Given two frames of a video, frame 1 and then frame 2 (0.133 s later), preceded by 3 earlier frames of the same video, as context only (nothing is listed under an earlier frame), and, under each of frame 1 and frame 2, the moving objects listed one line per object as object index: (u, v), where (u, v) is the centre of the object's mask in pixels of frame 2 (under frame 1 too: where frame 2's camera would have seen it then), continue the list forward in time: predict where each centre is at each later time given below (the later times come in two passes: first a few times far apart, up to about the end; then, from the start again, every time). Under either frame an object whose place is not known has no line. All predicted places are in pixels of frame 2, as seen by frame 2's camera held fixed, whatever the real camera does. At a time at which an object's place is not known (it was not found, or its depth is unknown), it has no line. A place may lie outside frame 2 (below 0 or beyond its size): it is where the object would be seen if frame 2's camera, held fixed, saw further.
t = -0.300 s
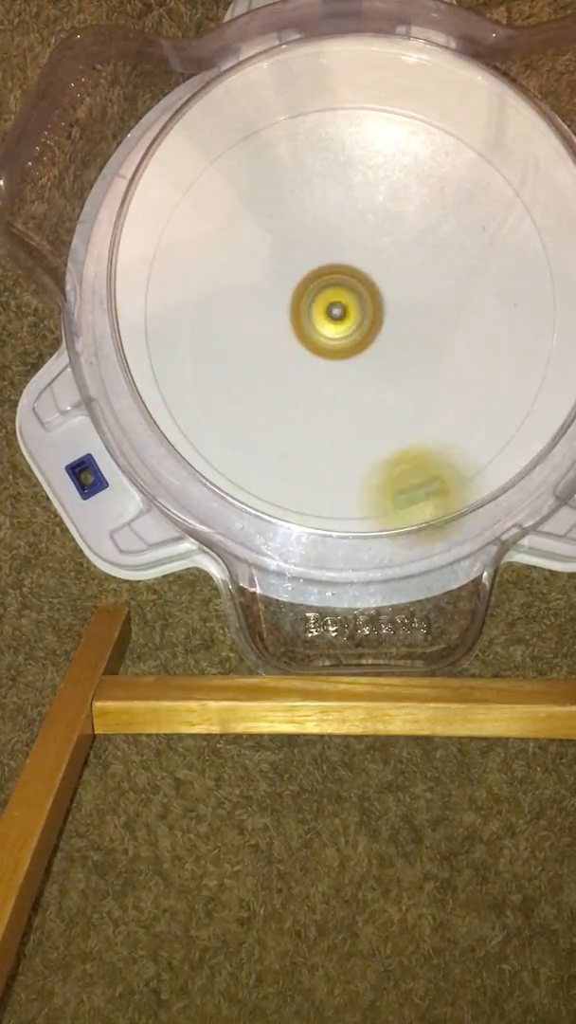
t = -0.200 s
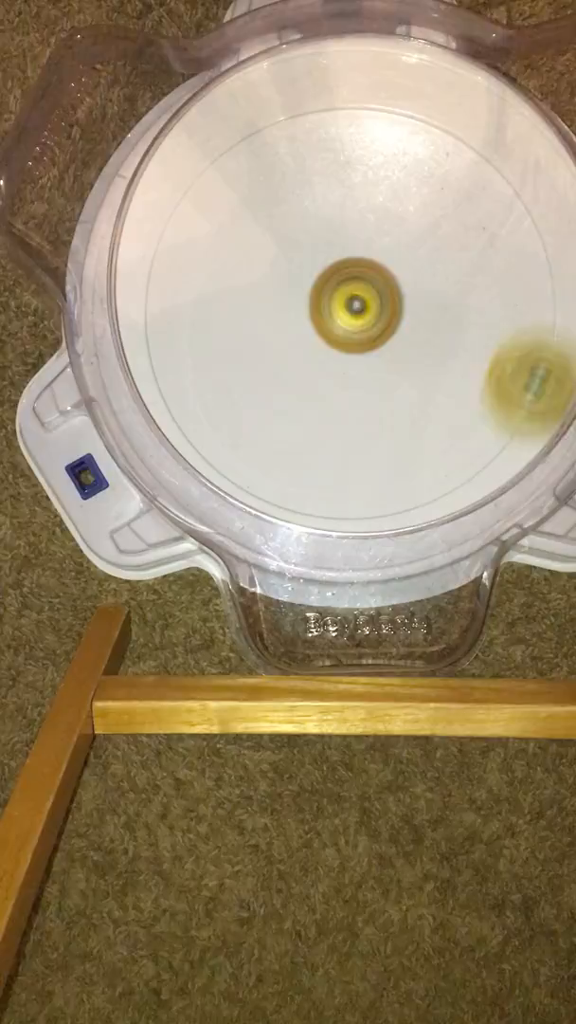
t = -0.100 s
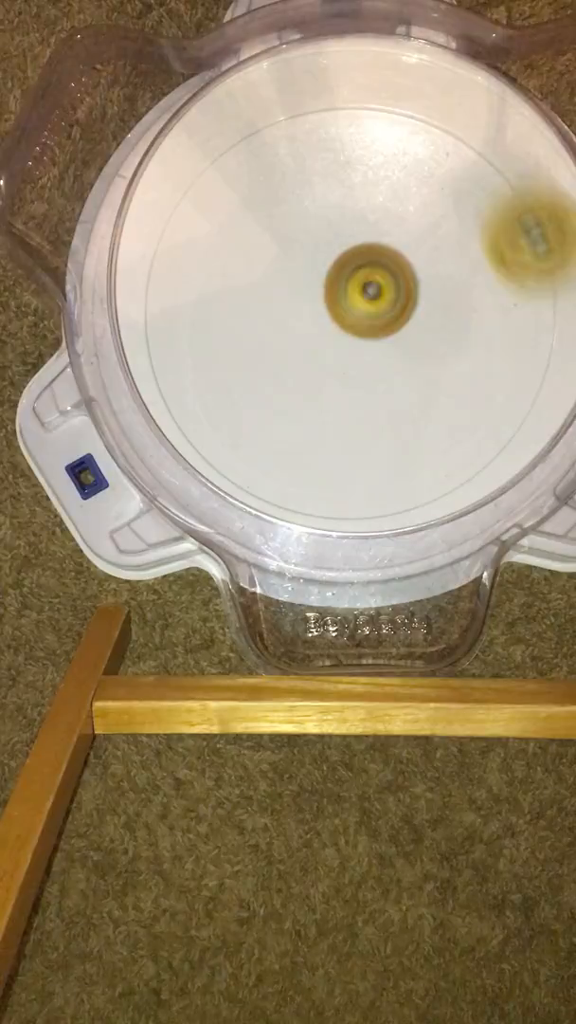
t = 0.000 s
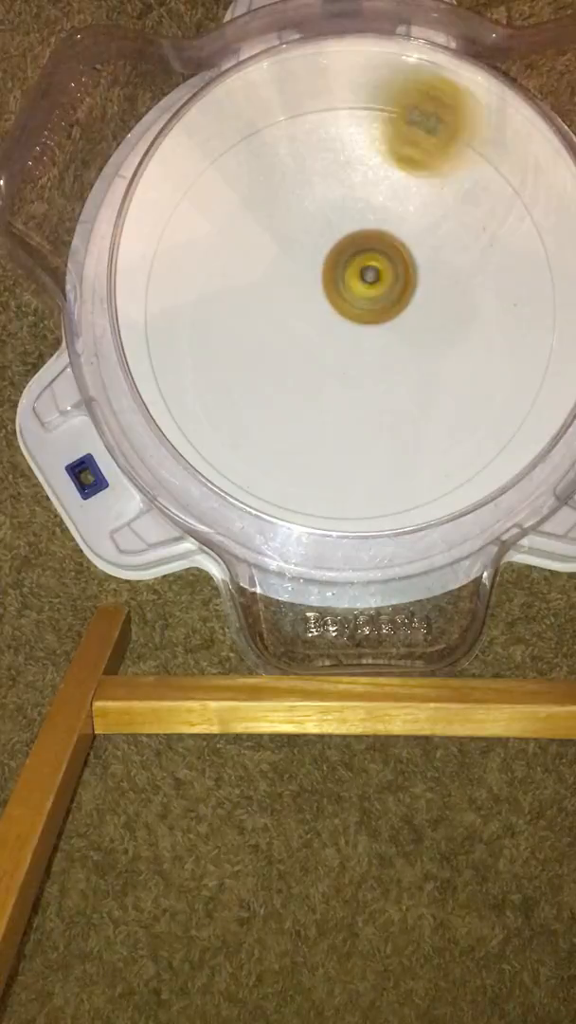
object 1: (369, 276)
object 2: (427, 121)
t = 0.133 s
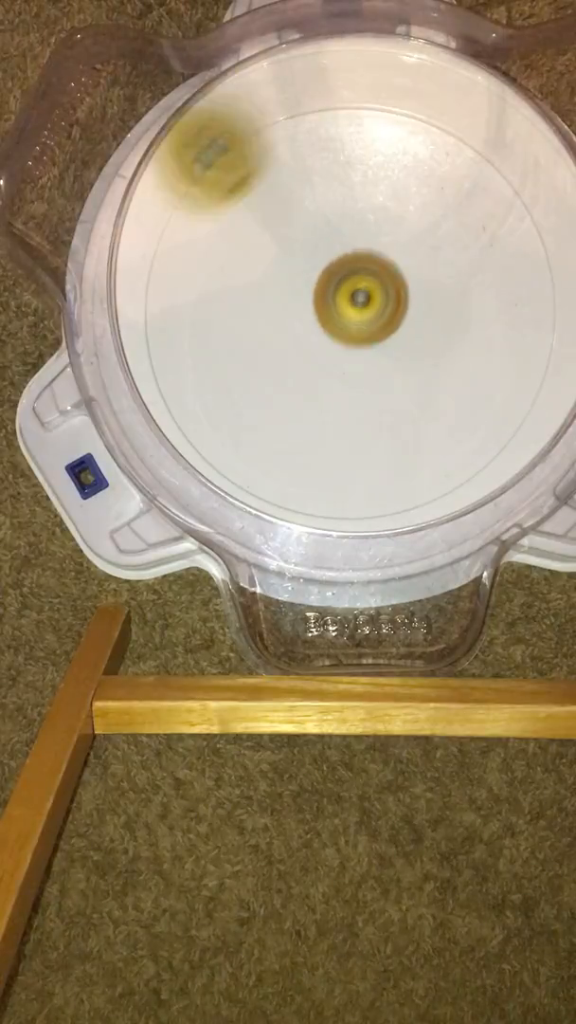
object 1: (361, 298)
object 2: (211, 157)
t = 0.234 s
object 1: (352, 319)
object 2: (151, 321)
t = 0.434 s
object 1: (349, 325)
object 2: (373, 504)
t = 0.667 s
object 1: (344, 302)
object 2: (533, 264)
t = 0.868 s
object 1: (326, 306)
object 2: (286, 111)
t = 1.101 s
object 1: (338, 337)
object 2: (181, 413)
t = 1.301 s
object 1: (377, 327)
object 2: (405, 488)
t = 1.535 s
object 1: (367, 281)
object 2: (521, 211)
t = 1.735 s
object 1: (329, 300)
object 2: (259, 127)
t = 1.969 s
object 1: (365, 297)
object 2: (175, 392)
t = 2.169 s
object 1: (370, 287)
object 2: (398, 479)
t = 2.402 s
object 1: (349, 299)
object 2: (535, 225)
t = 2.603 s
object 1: (349, 316)
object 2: (313, 108)
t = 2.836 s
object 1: (363, 307)
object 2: (173, 326)
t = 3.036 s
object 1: (353, 290)
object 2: (350, 476)
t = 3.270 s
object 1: (331, 304)
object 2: (542, 309)
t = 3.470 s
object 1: (343, 327)
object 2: (443, 125)
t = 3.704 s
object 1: (369, 312)
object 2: (212, 219)
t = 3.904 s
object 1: (360, 289)
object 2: (248, 420)
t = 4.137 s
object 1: (335, 301)
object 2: (462, 435)
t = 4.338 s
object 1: (344, 327)
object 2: (515, 266)
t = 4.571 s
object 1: (373, 319)
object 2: (337, 162)
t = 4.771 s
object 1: (370, 290)
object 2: (208, 283)
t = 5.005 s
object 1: (339, 286)
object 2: (288, 455)
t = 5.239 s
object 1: (329, 314)
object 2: (465, 406)
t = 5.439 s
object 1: (350, 325)
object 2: (471, 236)
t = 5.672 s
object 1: (369, 309)
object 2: (293, 170)
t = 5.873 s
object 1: (363, 294)
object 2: (198, 295)
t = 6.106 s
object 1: (345, 293)
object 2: (303, 436)
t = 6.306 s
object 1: (337, 305)
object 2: (451, 389)
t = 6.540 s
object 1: (346, 318)
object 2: (462, 210)
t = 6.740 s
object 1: (358, 316)
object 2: (327, 159)
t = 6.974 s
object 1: (360, 304)
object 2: (228, 291)
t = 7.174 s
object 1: (351, 303)
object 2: (300, 412)
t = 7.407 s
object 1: (350, 309)
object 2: (453, 391)
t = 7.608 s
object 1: (353, 310)
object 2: (481, 265)
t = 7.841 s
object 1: (354, 304)
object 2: (350, 193)
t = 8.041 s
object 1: (352, 302)
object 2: (252, 276)
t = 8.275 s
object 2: (287, 405)
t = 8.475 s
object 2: (397, 416)
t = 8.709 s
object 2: (450, 300)
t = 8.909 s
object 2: (392, 209)
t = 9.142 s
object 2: (283, 228)
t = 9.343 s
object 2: (253, 310)
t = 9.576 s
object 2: (292, 377)
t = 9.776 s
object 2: (327, 386)
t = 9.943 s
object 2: (331, 365)
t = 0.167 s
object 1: (357, 306)
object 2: (175, 206)
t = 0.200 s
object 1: (355, 313)
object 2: (156, 264)
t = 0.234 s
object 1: (352, 319)
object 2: (151, 321)
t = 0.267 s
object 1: (350, 323)
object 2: (165, 380)
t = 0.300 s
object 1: (349, 326)
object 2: (194, 427)
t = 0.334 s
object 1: (349, 328)
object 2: (232, 465)
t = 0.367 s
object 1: (348, 328)
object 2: (280, 489)
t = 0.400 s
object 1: (349, 327)
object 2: (326, 503)
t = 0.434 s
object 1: (349, 325)
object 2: (373, 504)
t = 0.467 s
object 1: (349, 323)
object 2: (418, 494)
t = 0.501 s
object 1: (350, 319)
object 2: (458, 471)
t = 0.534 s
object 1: (350, 316)
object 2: (492, 440)
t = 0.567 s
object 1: (349, 312)
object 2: (518, 405)
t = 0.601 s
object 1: (348, 308)
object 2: (533, 364)
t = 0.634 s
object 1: (346, 304)
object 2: (536, 313)
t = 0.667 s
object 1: (344, 302)
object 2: (533, 264)
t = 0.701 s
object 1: (341, 300)
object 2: (515, 214)
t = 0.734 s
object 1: (337, 298)
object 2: (484, 171)
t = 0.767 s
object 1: (334, 299)
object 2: (444, 135)
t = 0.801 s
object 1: (331, 300)
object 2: (393, 107)
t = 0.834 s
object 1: (328, 302)
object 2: (339, 99)
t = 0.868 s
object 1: (326, 306)
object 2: (286, 111)
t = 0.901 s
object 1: (324, 310)
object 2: (237, 138)
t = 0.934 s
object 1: (323, 315)
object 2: (194, 178)
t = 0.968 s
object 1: (323, 320)
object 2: (168, 223)
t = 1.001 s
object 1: (324, 325)
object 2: (154, 272)
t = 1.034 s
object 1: (327, 330)
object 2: (152, 322)
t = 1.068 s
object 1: (332, 334)
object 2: (162, 371)
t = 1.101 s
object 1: (338, 337)
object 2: (181, 413)
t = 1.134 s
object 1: (344, 339)
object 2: (207, 446)
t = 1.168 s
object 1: (351, 340)
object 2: (242, 473)
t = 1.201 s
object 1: (358, 339)
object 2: (280, 488)
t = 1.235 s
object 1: (365, 337)
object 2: (321, 499)
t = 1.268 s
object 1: (371, 333)
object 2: (361, 500)
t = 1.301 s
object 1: (377, 327)
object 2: (405, 488)
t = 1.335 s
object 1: (381, 321)
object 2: (446, 469)
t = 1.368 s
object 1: (383, 314)
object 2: (481, 439)
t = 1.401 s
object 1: (384, 306)
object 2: (511, 403)
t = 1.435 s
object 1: (382, 298)
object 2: (528, 359)
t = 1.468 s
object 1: (379, 291)
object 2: (534, 310)
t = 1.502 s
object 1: (373, 285)
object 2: (533, 261)
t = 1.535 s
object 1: (367, 281)
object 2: (521, 211)
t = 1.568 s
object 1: (359, 278)
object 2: (494, 167)
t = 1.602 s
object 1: (351, 278)
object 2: (461, 130)
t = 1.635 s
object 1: (343, 280)
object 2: (411, 109)
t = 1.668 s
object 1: (336, 285)
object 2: (356, 102)
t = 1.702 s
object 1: (331, 293)
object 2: (308, 105)
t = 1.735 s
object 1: (329, 300)
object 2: (259, 127)
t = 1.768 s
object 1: (330, 305)
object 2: (219, 152)
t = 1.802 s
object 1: (334, 307)
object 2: (189, 188)
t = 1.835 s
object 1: (338, 307)
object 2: (168, 227)
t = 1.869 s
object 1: (344, 305)
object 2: (156, 269)
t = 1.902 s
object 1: (352, 302)
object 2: (151, 312)
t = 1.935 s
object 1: (359, 299)
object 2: (159, 352)
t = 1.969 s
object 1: (365, 297)
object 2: (175, 392)
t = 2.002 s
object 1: (369, 294)
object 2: (202, 423)
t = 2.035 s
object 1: (372, 292)
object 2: (233, 451)
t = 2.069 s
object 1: (373, 290)
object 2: (272, 472)
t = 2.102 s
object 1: (373, 289)
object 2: (313, 483)
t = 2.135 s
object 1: (373, 288)
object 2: (355, 486)
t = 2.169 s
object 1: (370, 287)
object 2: (398, 479)
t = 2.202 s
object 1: (368, 287)
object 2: (440, 461)
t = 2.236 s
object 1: (365, 288)
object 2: (476, 435)
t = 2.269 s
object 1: (361, 289)
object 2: (507, 401)
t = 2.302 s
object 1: (357, 291)
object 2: (528, 362)
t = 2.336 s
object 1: (354, 293)
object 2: (537, 318)
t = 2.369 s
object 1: (351, 296)
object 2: (539, 270)
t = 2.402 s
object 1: (349, 299)
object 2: (535, 225)
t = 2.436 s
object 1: (347, 303)
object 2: (514, 183)
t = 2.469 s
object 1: (346, 306)
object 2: (482, 150)
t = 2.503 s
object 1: (346, 309)
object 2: (447, 127)
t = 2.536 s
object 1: (346, 312)
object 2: (401, 107)
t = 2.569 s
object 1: (347, 314)
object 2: (354, 103)
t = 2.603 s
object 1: (349, 316)
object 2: (313, 108)
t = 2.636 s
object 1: (351, 316)
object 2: (276, 119)
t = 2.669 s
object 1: (354, 317)
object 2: (240, 139)
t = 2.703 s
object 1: (356, 316)
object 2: (210, 168)
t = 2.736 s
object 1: (358, 314)
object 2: (187, 203)
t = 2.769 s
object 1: (360, 312)
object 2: (173, 240)
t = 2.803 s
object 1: (362, 310)
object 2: (168, 283)
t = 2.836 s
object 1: (363, 307)
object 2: (173, 326)
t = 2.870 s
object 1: (363, 304)
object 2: (187, 367)
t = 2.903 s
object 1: (363, 300)
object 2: (208, 401)
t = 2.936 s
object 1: (362, 297)
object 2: (236, 430)
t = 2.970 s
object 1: (360, 294)
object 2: (273, 455)
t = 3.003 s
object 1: (357, 292)
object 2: (311, 470)
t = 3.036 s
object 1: (353, 290)
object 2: (350, 476)
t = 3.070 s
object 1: (350, 289)
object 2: (391, 473)
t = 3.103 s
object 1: (346, 289)
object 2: (430, 462)
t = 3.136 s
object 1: (342, 290)
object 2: (467, 443)
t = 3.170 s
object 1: (338, 292)
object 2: (500, 417)
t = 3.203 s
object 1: (335, 296)
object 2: (524, 385)
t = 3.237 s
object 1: (333, 300)
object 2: (536, 348)
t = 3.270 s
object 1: (331, 304)
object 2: (542, 309)
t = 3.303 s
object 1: (330, 309)
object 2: (542, 269)
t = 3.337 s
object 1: (331, 314)
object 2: (533, 232)
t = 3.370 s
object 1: (333, 318)
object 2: (520, 197)
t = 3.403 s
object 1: (335, 322)
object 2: (499, 168)
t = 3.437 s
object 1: (338, 325)
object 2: (473, 143)
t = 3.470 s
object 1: (343, 327)
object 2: (443, 125)
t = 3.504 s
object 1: (347, 328)
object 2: (404, 113)
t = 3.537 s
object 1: (352, 327)
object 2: (365, 112)
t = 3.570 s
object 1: (357, 326)
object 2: (326, 119)
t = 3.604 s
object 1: (361, 324)
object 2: (291, 134)
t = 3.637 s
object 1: (365, 320)
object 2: (258, 158)
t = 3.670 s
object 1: (368, 316)
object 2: (231, 186)
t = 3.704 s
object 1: (369, 312)
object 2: (212, 219)
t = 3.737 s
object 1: (370, 307)
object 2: (201, 254)
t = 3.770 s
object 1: (370, 303)
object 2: (196, 292)
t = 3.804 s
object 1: (369, 298)
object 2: (199, 328)
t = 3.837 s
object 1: (367, 294)
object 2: (209, 361)
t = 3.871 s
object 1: (364, 291)
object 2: (225, 393)
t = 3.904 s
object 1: (360, 289)
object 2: (248, 420)
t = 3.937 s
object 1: (356, 288)
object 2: (276, 442)
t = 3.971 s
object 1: (352, 287)
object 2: (305, 457)
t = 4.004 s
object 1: (348, 288)
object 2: (339, 466)
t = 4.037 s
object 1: (343, 290)
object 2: (372, 468)
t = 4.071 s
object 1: (340, 293)
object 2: (404, 464)
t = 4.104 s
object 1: (337, 297)
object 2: (434, 452)
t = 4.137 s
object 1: (335, 301)
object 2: (462, 435)
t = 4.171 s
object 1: (334, 306)
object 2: (485, 413)
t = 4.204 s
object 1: (334, 311)
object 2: (503, 387)
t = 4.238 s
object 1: (335, 316)
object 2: (516, 358)
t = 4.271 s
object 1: (337, 320)
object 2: (523, 329)
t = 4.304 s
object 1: (340, 324)
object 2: (522, 298)
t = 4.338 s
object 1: (344, 327)
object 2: (515, 266)
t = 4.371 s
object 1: (348, 329)
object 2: (503, 237)
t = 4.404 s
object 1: (353, 330)
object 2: (483, 211)
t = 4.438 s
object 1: (357, 330)
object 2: (460, 189)
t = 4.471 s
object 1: (362, 329)
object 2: (433, 174)
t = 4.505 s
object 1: (367, 326)
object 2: (402, 164)
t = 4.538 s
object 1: (370, 323)
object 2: (369, 160)
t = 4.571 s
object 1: (373, 319)
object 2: (337, 162)
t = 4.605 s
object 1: (375, 314)
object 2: (308, 171)
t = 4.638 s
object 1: (376, 309)
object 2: (280, 184)
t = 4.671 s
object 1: (376, 304)
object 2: (256, 203)
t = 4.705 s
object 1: (375, 299)
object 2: (234, 226)
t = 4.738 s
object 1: (373, 294)
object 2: (218, 253)
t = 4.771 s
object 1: (370, 290)
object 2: (208, 283)
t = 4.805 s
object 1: (366, 287)
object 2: (203, 313)
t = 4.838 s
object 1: (362, 284)
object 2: (204, 342)
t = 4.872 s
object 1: (357, 283)
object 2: (211, 371)
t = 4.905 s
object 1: (353, 282)
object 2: (223, 397)
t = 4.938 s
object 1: (348, 283)
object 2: (241, 420)
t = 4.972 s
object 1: (343, 284)
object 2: (263, 439)
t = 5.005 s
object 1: (339, 286)
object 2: (288, 455)
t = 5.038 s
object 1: (335, 290)
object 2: (315, 464)
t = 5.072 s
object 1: (331, 293)
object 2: (343, 467)
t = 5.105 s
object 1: (329, 297)
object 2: (369, 466)
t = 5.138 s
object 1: (327, 302)
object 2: (397, 459)
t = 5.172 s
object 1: (327, 306)
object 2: (423, 446)
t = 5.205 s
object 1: (327, 310)
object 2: (446, 427)
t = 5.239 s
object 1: (329, 314)
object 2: (465, 406)
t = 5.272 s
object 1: (331, 317)
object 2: (479, 380)
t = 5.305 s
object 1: (334, 320)
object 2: (489, 353)
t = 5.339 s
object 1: (338, 322)
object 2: (494, 324)
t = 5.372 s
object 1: (342, 324)
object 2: (492, 295)
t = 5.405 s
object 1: (346, 325)
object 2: (484, 264)
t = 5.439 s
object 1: (350, 325)
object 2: (471, 236)
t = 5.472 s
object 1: (354, 325)
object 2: (453, 212)
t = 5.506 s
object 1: (358, 323)
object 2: (430, 192)
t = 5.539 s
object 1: (361, 322)
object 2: (406, 179)
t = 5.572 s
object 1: (364, 319)
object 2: (378, 167)
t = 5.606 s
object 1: (366, 316)
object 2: (348, 162)
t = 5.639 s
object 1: (368, 313)
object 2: (320, 164)
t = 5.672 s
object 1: (369, 309)
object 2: (293, 170)
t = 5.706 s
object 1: (369, 306)
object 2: (267, 181)
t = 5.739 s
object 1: (369, 303)
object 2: (244, 198)
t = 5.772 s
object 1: (368, 300)
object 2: (225, 219)
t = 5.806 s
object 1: (367, 298)
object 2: (211, 242)
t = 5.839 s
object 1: (365, 295)
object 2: (202, 268)
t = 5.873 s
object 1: (363, 294)
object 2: (198, 295)
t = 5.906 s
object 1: (361, 292)
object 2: (199, 321)
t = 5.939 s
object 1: (358, 291)
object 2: (206, 349)
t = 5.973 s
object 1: (356, 290)
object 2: (217, 373)
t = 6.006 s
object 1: (353, 290)
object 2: (233, 394)
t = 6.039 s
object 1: (350, 291)
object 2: (254, 412)
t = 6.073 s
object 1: (348, 292)
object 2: (277, 426)
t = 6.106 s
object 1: (345, 293)
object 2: (303, 436)
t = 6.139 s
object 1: (343, 294)
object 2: (330, 440)
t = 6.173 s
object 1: (341, 296)
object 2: (357, 439)
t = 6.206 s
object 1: (339, 298)
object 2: (383, 434)
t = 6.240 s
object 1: (338, 301)
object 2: (409, 423)
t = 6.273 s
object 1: (338, 303)
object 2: (432, 408)
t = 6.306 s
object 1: (337, 305)
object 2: (451, 389)
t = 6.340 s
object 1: (338, 308)
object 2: (467, 366)
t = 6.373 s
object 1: (338, 310)
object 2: (479, 341)
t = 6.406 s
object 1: (339, 312)
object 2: (486, 314)
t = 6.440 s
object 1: (341, 314)
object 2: (488, 286)
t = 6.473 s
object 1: (342, 316)
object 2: (484, 259)
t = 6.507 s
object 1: (344, 317)
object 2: (475, 233)
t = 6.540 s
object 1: (346, 318)
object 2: (462, 210)
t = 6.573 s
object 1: (348, 319)
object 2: (445, 191)
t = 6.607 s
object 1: (350, 319)
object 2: (426, 175)
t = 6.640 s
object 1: (352, 319)
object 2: (401, 164)
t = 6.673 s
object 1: (354, 318)
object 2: (376, 157)
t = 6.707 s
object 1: (356, 317)
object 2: (352, 155)
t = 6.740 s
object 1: (358, 316)
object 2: (327, 159)
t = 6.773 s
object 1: (359, 315)
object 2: (304, 167)
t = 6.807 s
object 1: (360, 313)
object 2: (282, 179)
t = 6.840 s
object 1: (361, 311)
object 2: (263, 197)
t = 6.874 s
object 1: (361, 309)
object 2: (248, 216)
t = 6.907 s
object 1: (361, 308)
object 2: (236, 240)
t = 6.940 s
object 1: (360, 306)
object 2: (229, 265)
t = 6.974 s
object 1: (360, 304)
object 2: (228, 291)
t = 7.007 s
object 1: (358, 303)
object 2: (230, 315)
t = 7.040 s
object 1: (356, 302)
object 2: (236, 339)
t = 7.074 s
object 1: (355, 302)
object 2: (246, 363)
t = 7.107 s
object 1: (353, 302)
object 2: (261, 381)
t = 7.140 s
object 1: (352, 302)
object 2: (278, 398)
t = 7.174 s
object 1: (351, 303)
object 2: (300, 412)
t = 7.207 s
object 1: (350, 303)
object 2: (321, 421)
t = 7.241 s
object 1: (350, 304)
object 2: (345, 427)
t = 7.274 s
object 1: (349, 306)
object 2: (369, 428)
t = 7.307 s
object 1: (349, 306)
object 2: (392, 426)
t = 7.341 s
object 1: (349, 307)
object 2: (415, 418)
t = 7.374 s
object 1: (349, 308)
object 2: (434, 407)
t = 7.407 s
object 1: (350, 309)
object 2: (453, 391)
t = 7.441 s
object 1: (350, 309)
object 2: (467, 374)
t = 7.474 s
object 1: (350, 310)
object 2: (479, 354)
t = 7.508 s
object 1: (351, 310)
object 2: (485, 333)
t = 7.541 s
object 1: (352, 310)
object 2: (489, 310)
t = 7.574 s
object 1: (352, 310)
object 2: (487, 287)
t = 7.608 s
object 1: (353, 310)
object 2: (481, 265)
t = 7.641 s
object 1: (354, 309)
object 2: (470, 245)
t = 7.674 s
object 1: (354, 308)
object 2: (457, 227)
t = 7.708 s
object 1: (355, 308)
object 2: (438, 212)
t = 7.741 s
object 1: (355, 307)
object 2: (419, 202)
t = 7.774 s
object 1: (355, 306)
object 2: (396, 194)
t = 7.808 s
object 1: (355, 305)
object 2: (374, 192)
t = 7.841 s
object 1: (354, 304)
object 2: (350, 193)
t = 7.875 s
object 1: (354, 304)
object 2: (327, 199)
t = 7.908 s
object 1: (354, 303)
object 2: (307, 207)
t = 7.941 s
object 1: (353, 303)
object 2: (288, 221)
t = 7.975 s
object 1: (353, 302)
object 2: (273, 237)
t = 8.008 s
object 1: (353, 302)
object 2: (260, 256)
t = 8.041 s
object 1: (352, 302)
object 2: (252, 276)
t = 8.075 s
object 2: (246, 298)
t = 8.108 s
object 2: (244, 318)
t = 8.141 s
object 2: (246, 340)
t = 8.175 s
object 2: (251, 359)
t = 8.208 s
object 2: (260, 377)
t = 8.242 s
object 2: (272, 391)
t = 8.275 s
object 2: (287, 405)
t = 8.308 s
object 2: (303, 415)
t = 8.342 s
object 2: (322, 422)
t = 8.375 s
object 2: (341, 426)
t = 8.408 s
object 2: (360, 426)
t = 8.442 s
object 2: (379, 423)
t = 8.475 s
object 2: (397, 416)
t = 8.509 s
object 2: (414, 405)
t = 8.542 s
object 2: (427, 391)
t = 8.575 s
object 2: (438, 375)
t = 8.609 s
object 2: (446, 357)
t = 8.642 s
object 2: (451, 338)
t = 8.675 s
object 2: (452, 319)
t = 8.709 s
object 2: (450, 300)
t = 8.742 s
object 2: (445, 281)
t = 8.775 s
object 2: (436, 263)
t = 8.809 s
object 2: (431, 247)
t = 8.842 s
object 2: (420, 232)
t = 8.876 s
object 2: (407, 219)
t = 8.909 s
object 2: (392, 209)
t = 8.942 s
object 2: (376, 202)
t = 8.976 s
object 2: (360, 199)
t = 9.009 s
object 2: (341, 199)
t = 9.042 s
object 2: (325, 201)
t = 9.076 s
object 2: (309, 207)
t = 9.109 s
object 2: (294, 217)
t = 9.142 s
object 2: (283, 228)
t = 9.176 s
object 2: (274, 242)
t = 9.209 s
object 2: (265, 255)
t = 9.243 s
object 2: (260, 270)
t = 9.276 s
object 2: (255, 283)
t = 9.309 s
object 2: (253, 296)
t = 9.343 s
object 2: (253, 310)
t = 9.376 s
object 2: (257, 325)
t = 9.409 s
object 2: (258, 336)
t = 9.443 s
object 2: (260, 346)
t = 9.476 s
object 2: (267, 356)
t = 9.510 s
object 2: (276, 364)
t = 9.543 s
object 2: (285, 370)
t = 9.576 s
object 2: (292, 377)
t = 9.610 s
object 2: (298, 381)
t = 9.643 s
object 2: (307, 383)
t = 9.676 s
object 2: (315, 385)
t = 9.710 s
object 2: (317, 388)
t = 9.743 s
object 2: (322, 388)
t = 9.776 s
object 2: (327, 386)
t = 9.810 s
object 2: (331, 383)
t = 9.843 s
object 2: (337, 378)
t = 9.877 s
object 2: (338, 372)
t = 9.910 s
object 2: (335, 369)
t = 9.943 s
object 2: (331, 365)
